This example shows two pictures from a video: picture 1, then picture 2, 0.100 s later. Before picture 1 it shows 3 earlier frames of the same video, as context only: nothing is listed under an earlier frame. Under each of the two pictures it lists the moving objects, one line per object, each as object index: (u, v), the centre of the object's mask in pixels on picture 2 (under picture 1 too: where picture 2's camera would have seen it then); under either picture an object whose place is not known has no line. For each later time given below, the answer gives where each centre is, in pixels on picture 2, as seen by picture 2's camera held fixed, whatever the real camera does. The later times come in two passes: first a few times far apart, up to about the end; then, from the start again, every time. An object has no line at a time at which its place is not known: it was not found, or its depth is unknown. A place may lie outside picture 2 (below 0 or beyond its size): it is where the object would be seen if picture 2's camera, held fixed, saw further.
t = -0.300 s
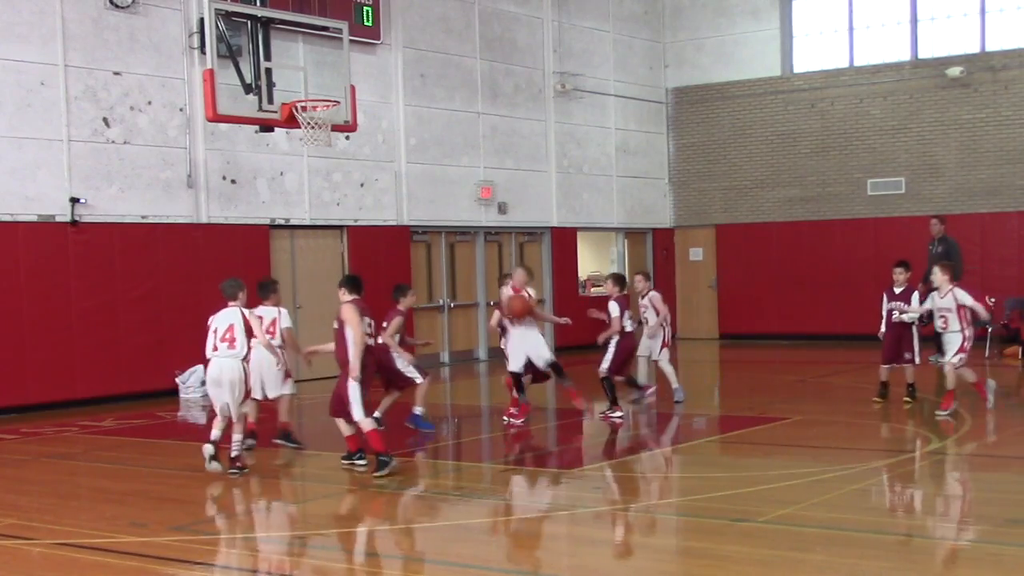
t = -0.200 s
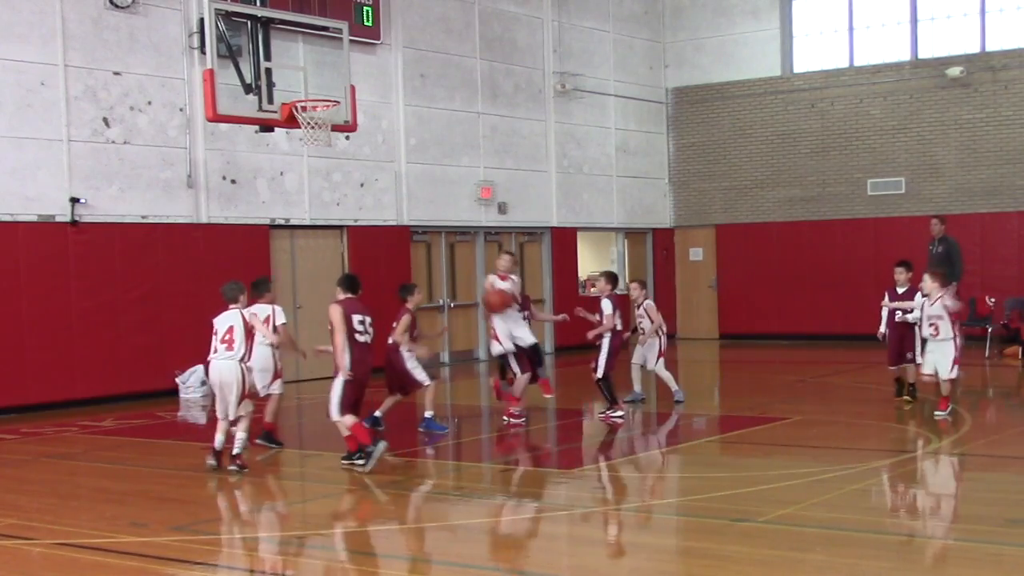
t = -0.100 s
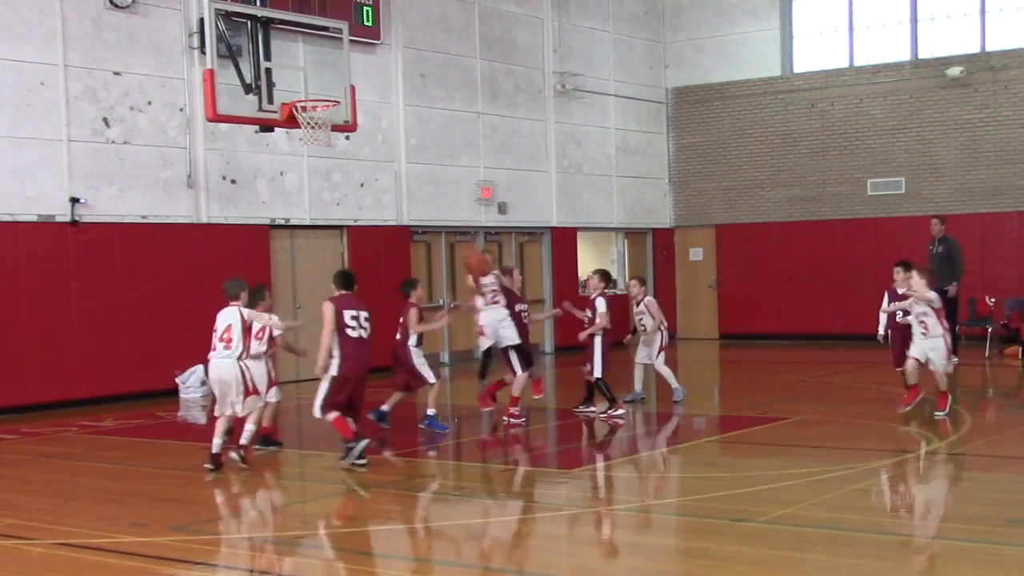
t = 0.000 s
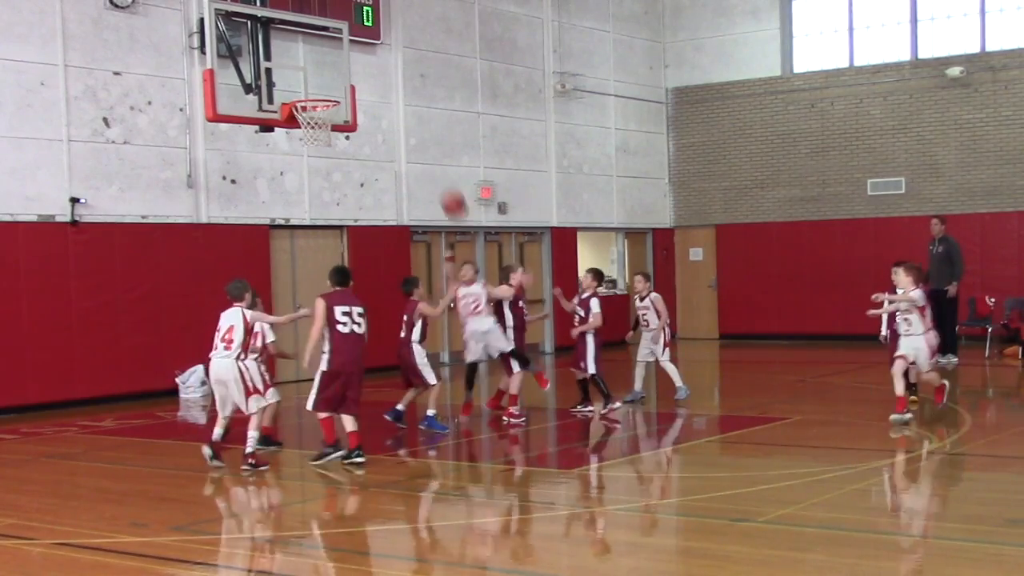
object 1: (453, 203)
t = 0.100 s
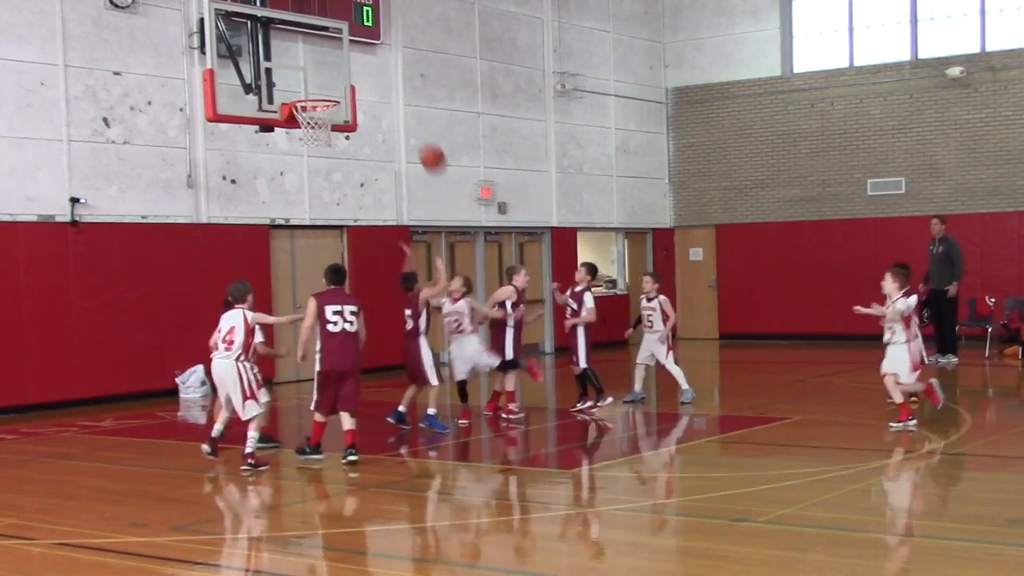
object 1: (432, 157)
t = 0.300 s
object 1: (392, 99)
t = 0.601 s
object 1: (339, 90)
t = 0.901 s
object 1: (308, 92)
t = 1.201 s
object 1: (310, 96)
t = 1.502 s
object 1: (327, 145)
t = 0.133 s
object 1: (425, 144)
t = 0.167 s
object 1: (418, 133)
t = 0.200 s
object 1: (412, 122)
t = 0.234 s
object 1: (405, 113)
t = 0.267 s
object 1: (398, 105)
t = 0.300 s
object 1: (392, 99)
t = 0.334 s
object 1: (386, 93)
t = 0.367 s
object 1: (379, 89)
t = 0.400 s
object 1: (373, 86)
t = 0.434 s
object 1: (368, 84)
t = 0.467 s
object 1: (361, 84)
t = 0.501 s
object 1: (355, 84)
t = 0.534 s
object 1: (350, 85)
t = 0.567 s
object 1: (344, 88)
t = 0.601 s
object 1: (339, 90)
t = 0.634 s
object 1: (335, 89)
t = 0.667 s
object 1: (332, 87)
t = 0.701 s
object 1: (329, 88)
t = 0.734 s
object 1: (325, 89)
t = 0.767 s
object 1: (321, 90)
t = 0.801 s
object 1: (318, 93)
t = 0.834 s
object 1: (315, 94)
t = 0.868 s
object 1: (312, 93)
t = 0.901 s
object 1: (308, 92)
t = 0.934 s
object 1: (304, 93)
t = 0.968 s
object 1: (301, 93)
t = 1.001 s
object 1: (302, 93)
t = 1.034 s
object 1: (302, 92)
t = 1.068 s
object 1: (302, 93)
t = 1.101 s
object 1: (302, 94)
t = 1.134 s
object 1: (304, 94)
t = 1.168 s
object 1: (307, 95)
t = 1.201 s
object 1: (310, 96)
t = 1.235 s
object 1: (313, 98)
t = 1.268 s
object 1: (314, 102)
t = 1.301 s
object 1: (320, 110)
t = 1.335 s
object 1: (325, 115)
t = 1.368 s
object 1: (328, 116)
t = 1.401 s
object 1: (327, 122)
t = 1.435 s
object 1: (332, 132)
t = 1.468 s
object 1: (328, 143)
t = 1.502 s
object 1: (327, 145)
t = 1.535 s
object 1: (325, 147)
